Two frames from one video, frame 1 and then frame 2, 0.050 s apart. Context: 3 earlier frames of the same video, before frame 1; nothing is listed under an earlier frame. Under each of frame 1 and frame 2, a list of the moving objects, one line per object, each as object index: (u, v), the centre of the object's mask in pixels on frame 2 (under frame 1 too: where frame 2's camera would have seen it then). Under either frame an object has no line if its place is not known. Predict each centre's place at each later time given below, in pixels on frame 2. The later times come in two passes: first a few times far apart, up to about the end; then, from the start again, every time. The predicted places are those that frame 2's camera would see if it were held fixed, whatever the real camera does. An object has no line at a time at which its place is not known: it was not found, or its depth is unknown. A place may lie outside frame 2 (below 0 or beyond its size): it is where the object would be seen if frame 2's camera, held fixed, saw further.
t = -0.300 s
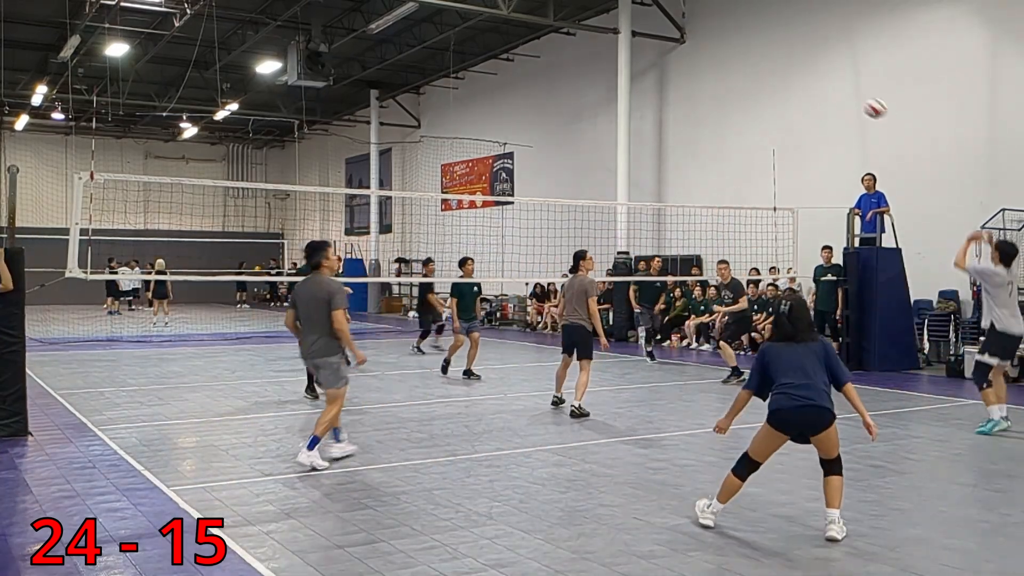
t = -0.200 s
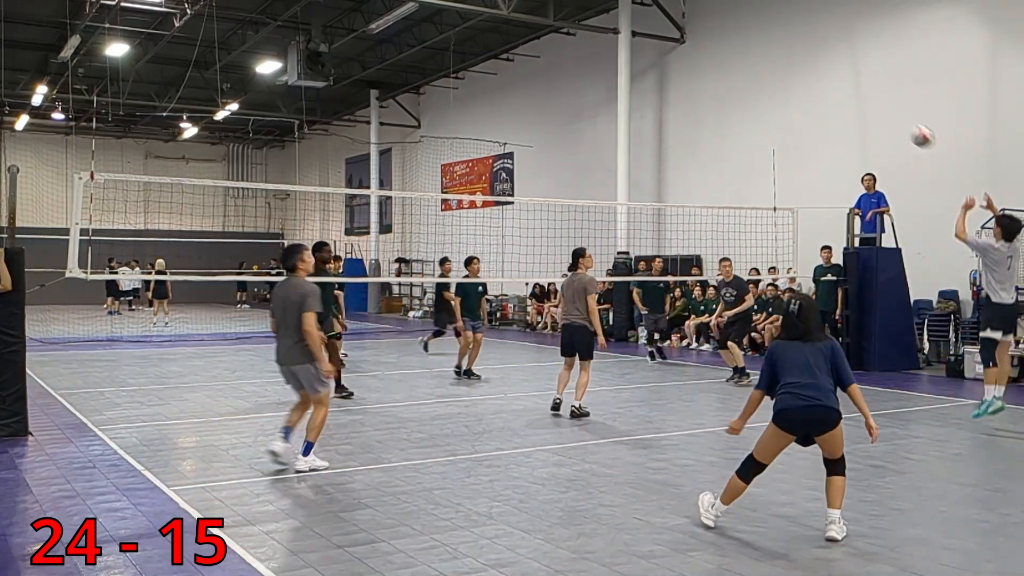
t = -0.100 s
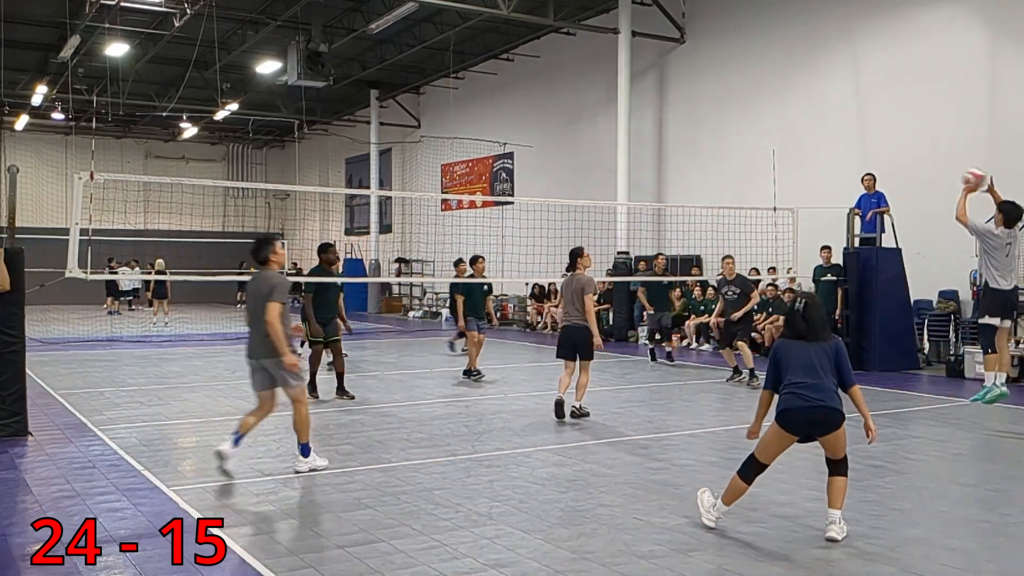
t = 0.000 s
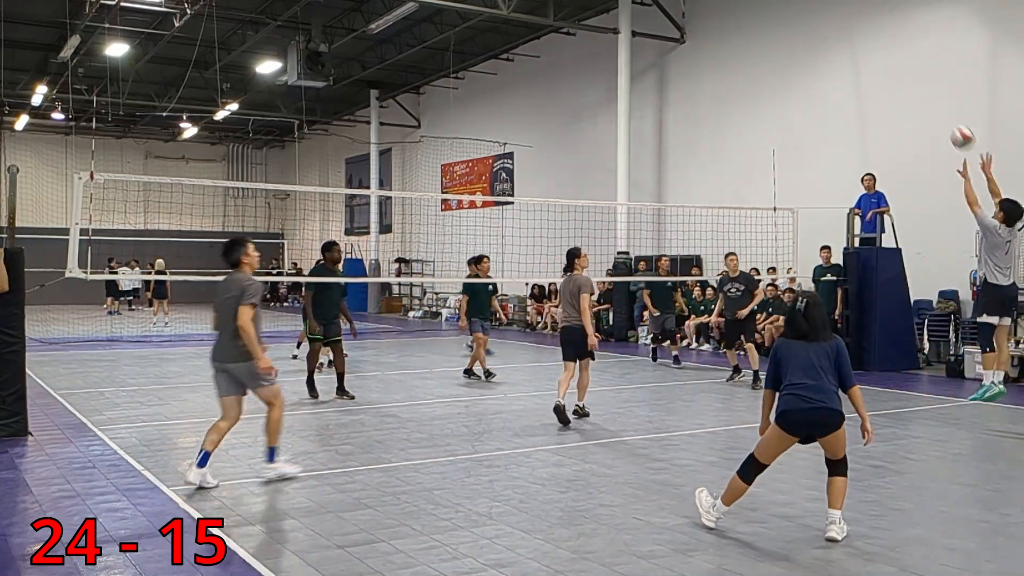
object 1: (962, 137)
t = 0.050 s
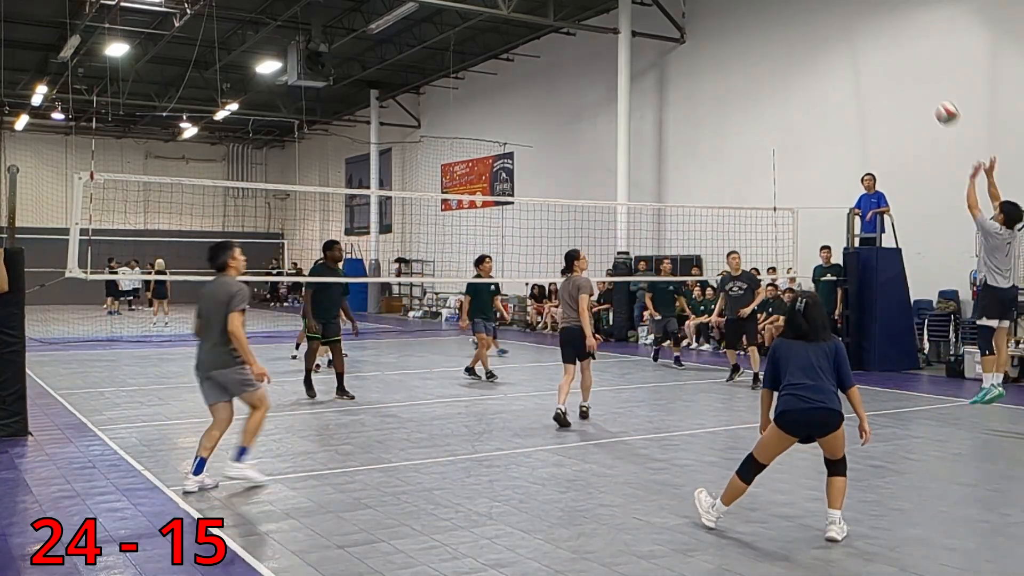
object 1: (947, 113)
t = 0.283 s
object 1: (881, 41)
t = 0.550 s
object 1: (814, 31)
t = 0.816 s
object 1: (756, 83)
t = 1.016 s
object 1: (718, 156)
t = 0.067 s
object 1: (942, 106)
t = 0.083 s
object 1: (936, 99)
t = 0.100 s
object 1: (932, 92)
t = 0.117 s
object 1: (927, 85)
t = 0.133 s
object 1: (922, 80)
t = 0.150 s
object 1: (917, 74)
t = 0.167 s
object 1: (913, 70)
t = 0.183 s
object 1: (908, 64)
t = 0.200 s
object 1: (903, 60)
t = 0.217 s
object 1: (899, 55)
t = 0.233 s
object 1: (895, 51)
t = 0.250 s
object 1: (890, 48)
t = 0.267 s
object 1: (886, 44)
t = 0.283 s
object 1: (881, 41)
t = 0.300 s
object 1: (877, 38)
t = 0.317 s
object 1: (873, 36)
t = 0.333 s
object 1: (867, 34)
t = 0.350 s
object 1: (863, 32)
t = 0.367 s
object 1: (859, 30)
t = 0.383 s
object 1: (855, 29)
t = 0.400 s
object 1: (851, 28)
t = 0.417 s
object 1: (847, 27)
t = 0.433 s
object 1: (842, 27)
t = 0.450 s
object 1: (838, 27)
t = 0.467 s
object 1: (834, 27)
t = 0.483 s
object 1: (830, 27)
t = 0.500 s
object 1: (826, 27)
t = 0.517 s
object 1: (822, 28)
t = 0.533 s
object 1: (818, 29)
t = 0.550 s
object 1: (814, 31)
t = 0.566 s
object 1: (811, 32)
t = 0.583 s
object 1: (807, 34)
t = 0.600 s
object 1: (803, 36)
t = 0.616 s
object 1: (799, 38)
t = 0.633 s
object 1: (795, 41)
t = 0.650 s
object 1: (792, 43)
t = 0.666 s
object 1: (788, 46)
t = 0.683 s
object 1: (784, 49)
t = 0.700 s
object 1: (781, 53)
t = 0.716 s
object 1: (777, 57)
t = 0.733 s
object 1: (774, 61)
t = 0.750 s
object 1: (770, 65)
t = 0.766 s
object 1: (766, 69)
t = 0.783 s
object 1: (763, 74)
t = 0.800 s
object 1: (760, 78)
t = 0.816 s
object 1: (756, 83)
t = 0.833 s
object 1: (752, 88)
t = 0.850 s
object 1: (749, 93)
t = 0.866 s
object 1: (746, 98)
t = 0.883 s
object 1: (743, 104)
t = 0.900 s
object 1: (740, 110)
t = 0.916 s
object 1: (737, 116)
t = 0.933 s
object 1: (733, 122)
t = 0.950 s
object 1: (730, 128)
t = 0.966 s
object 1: (727, 135)
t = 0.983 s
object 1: (724, 141)
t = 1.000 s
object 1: (721, 149)
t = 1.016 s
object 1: (718, 156)
